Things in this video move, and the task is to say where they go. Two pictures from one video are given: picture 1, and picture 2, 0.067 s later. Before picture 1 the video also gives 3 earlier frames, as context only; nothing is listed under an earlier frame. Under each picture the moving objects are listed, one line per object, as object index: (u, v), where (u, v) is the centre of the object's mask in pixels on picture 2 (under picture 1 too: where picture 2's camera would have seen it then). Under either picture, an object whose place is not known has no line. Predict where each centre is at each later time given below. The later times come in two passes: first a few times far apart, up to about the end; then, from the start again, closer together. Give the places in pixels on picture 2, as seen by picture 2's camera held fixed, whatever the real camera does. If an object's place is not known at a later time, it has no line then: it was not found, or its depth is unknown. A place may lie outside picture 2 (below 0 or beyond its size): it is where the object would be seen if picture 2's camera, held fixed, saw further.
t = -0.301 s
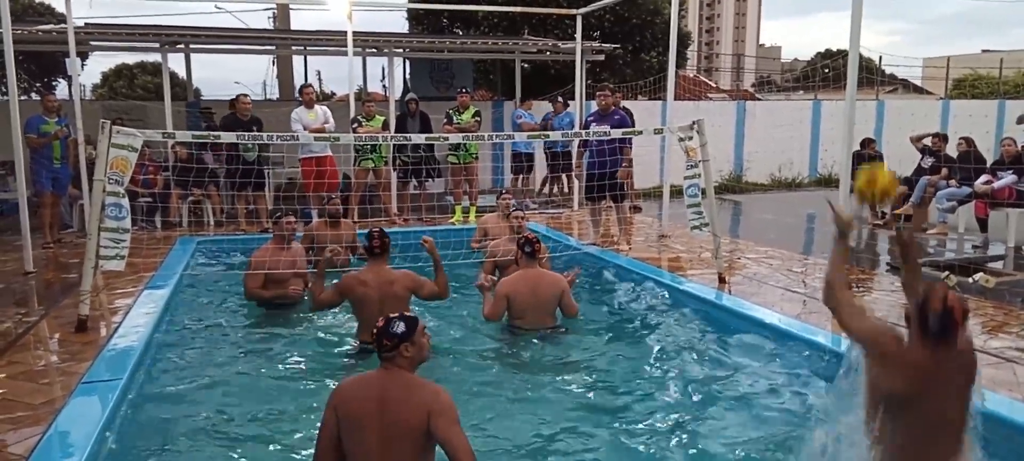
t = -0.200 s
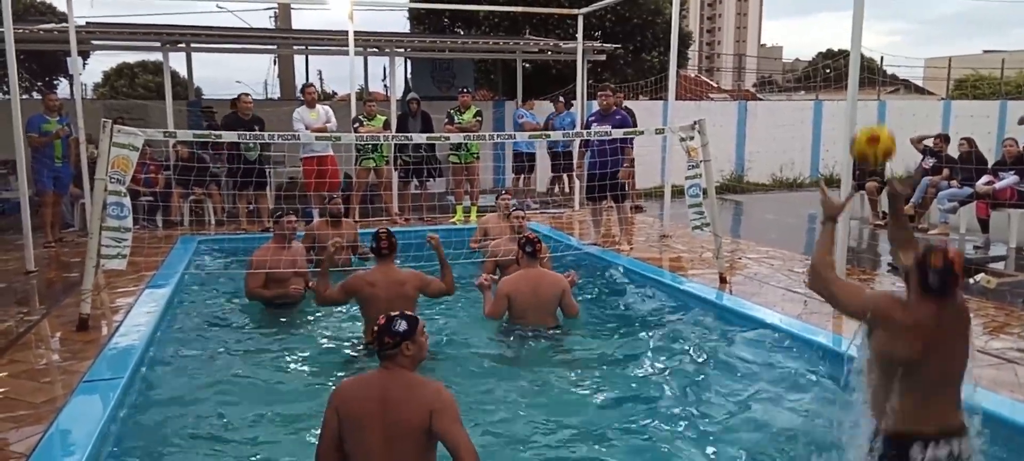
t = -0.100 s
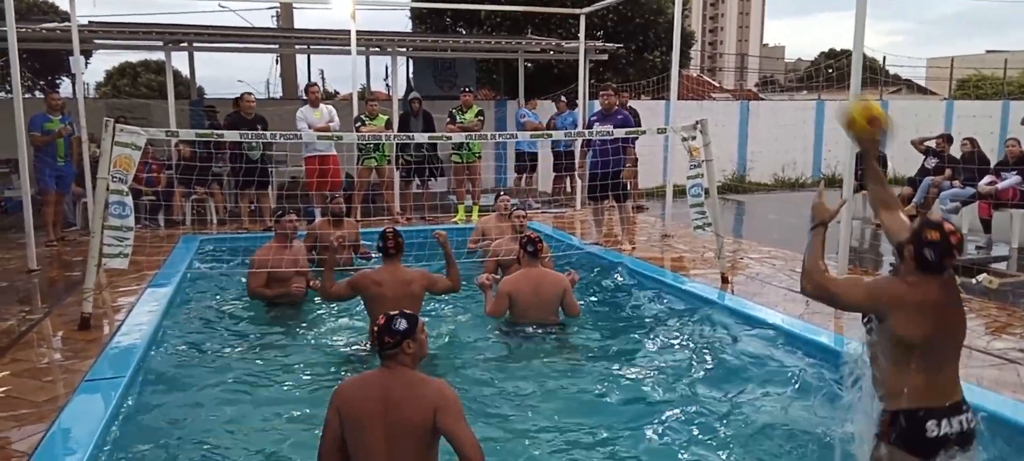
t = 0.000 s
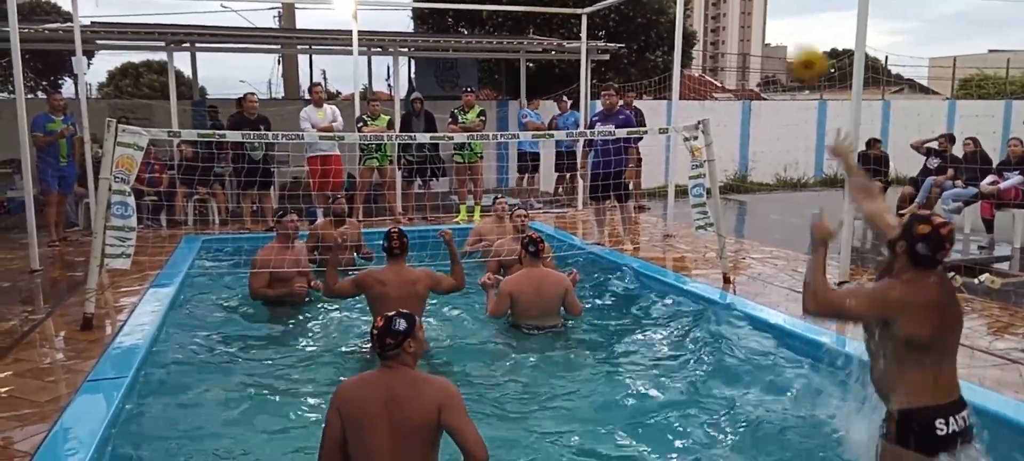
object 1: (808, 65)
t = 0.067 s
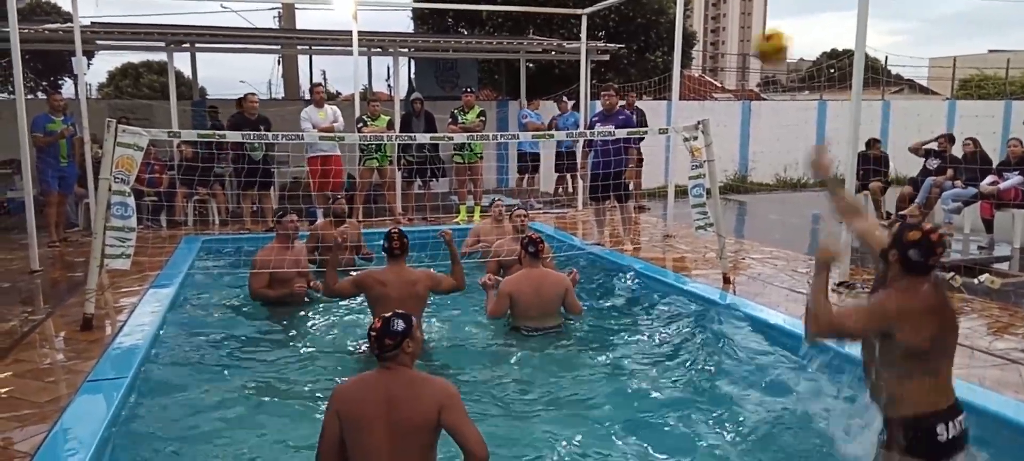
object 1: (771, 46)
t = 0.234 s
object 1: (701, 38)
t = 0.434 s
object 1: (638, 80)
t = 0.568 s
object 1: (604, 122)
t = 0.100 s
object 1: (754, 40)
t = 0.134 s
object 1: (740, 36)
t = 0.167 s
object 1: (726, 35)
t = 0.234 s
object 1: (701, 38)
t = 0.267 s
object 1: (687, 42)
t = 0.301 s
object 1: (678, 47)
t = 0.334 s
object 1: (664, 54)
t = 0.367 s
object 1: (656, 62)
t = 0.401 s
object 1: (646, 70)
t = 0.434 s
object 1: (638, 80)
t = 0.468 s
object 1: (630, 89)
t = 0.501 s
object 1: (618, 103)
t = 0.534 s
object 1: (610, 114)
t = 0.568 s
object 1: (604, 122)
